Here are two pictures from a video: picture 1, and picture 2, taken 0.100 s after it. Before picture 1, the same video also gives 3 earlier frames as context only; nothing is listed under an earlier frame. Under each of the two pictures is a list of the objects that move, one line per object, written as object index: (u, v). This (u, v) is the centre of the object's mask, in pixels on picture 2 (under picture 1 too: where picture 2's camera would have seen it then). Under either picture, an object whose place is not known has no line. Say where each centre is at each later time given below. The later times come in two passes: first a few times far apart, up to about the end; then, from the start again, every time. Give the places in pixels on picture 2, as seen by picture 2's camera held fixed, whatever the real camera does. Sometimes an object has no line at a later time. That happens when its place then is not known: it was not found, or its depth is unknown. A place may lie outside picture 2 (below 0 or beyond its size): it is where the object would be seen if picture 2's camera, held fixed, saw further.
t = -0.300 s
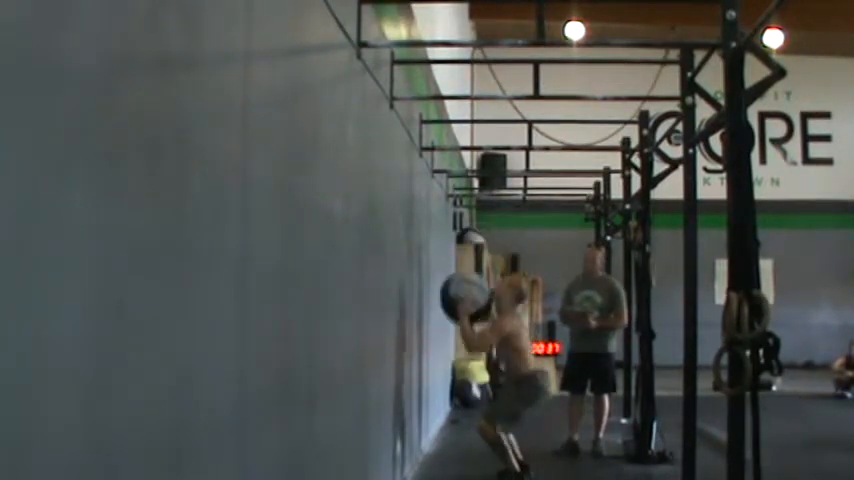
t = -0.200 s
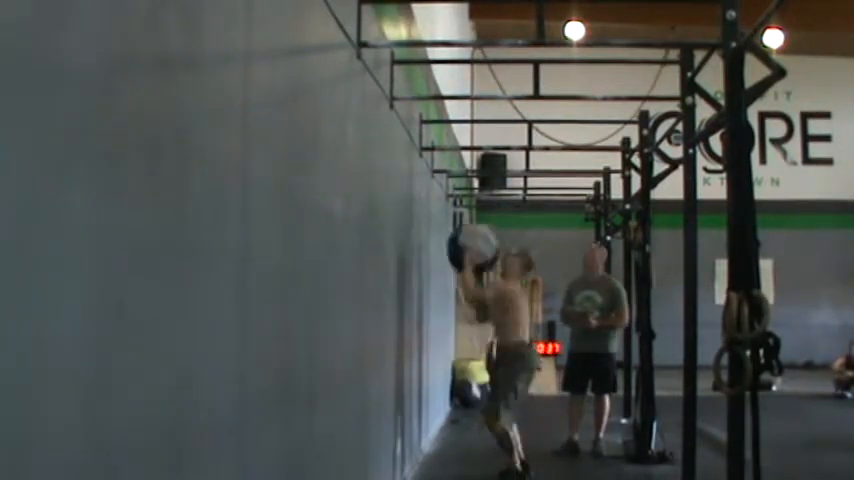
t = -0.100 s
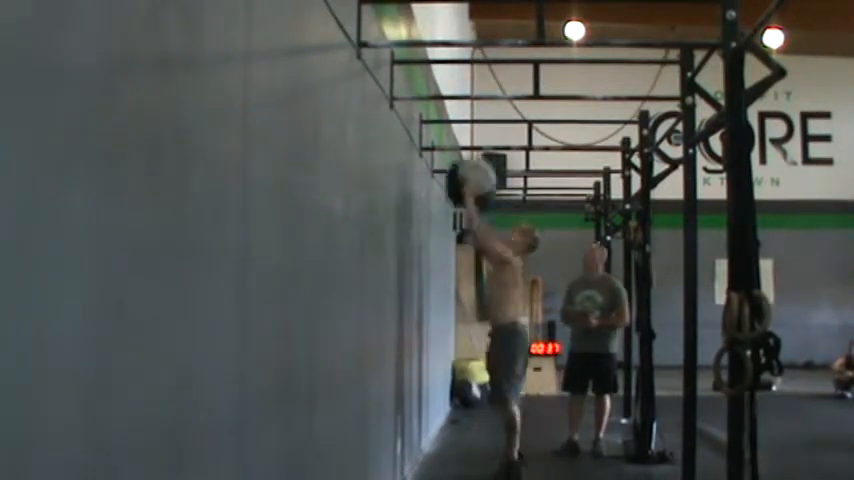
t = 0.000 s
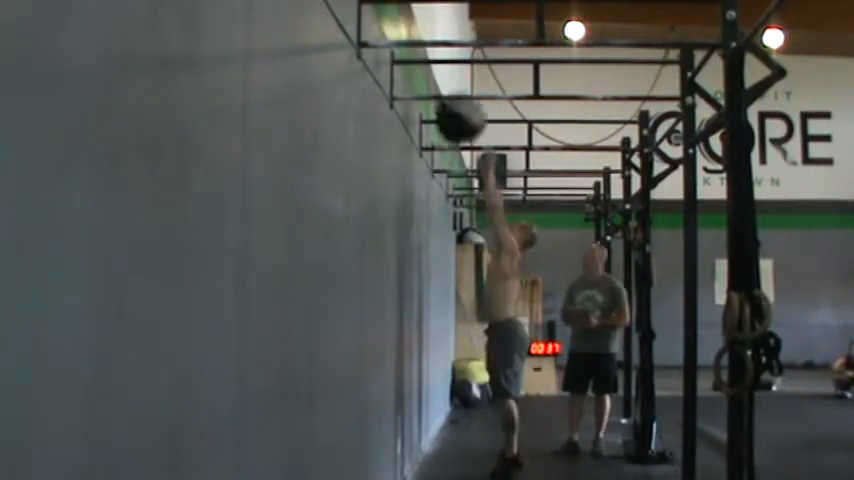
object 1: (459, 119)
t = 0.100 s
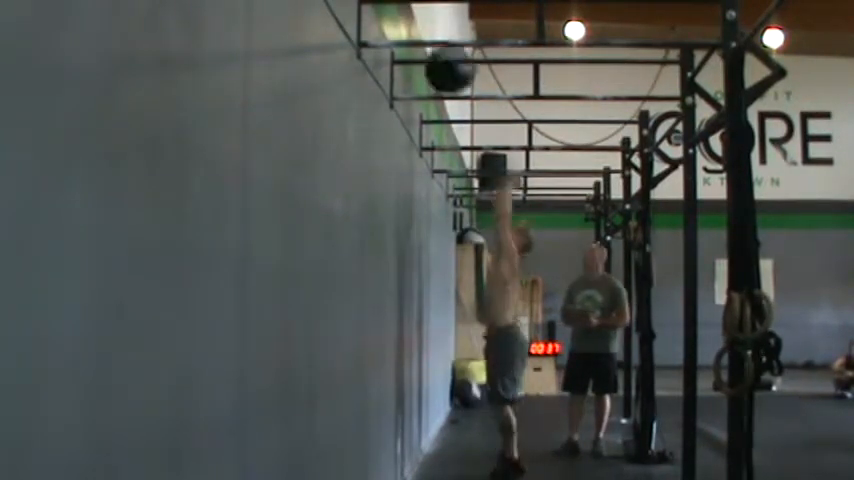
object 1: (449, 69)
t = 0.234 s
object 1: (437, 26)
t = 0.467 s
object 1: (439, 18)
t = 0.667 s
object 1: (454, 67)
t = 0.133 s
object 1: (446, 55)
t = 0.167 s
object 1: (443, 44)
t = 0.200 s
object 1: (440, 33)
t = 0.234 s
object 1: (437, 26)
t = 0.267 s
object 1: (434, 20)
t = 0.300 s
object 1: (428, 17)
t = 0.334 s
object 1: (428, 15)
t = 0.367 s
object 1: (430, 15)
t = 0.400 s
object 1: (435, 16)
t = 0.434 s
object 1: (437, 16)
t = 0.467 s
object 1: (439, 18)
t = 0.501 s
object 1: (442, 20)
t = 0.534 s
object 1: (445, 25)
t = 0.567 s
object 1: (447, 32)
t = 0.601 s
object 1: (449, 42)
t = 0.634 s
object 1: (452, 53)
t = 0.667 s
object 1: (454, 67)
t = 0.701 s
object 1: (456, 78)
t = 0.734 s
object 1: (459, 94)
